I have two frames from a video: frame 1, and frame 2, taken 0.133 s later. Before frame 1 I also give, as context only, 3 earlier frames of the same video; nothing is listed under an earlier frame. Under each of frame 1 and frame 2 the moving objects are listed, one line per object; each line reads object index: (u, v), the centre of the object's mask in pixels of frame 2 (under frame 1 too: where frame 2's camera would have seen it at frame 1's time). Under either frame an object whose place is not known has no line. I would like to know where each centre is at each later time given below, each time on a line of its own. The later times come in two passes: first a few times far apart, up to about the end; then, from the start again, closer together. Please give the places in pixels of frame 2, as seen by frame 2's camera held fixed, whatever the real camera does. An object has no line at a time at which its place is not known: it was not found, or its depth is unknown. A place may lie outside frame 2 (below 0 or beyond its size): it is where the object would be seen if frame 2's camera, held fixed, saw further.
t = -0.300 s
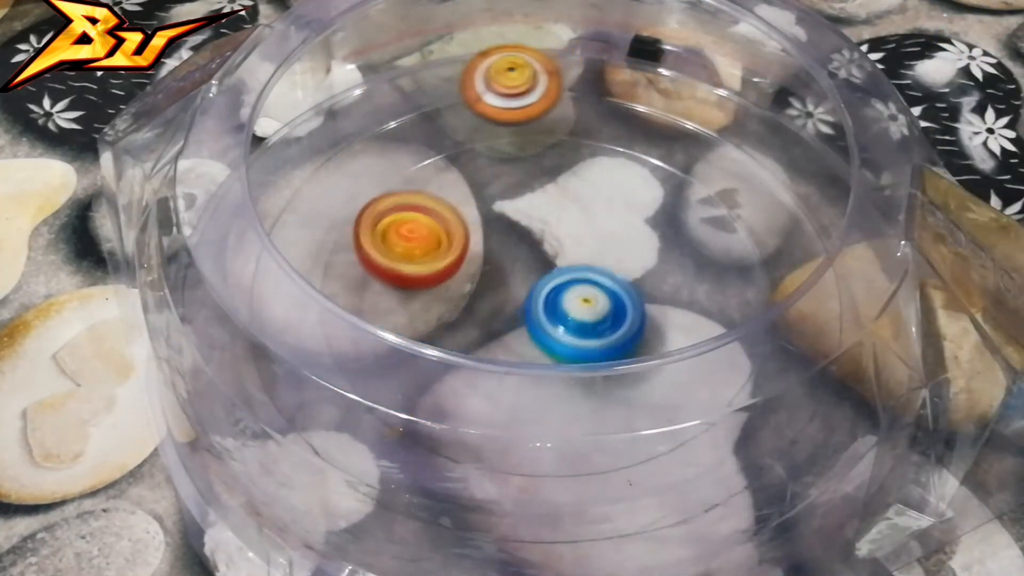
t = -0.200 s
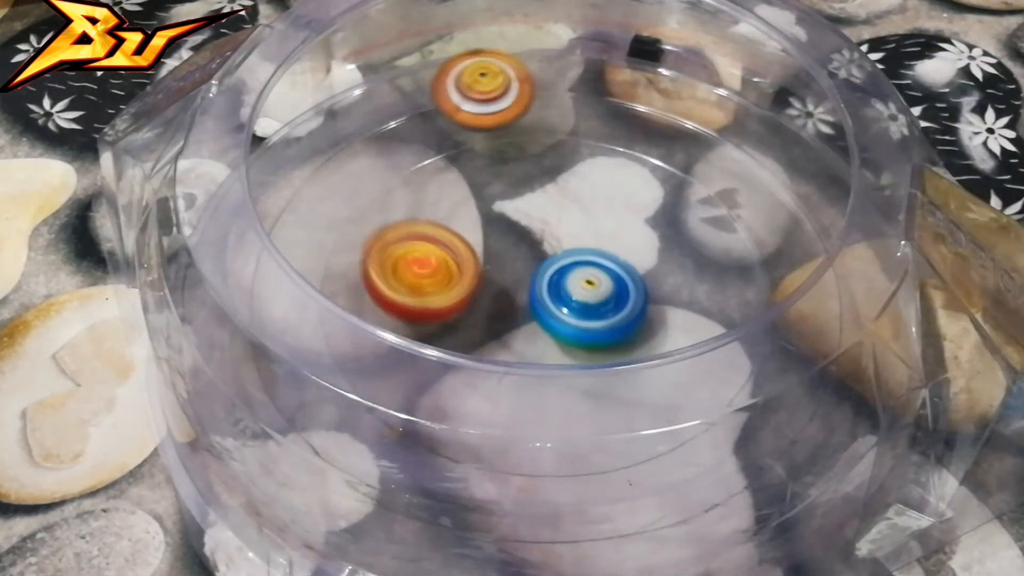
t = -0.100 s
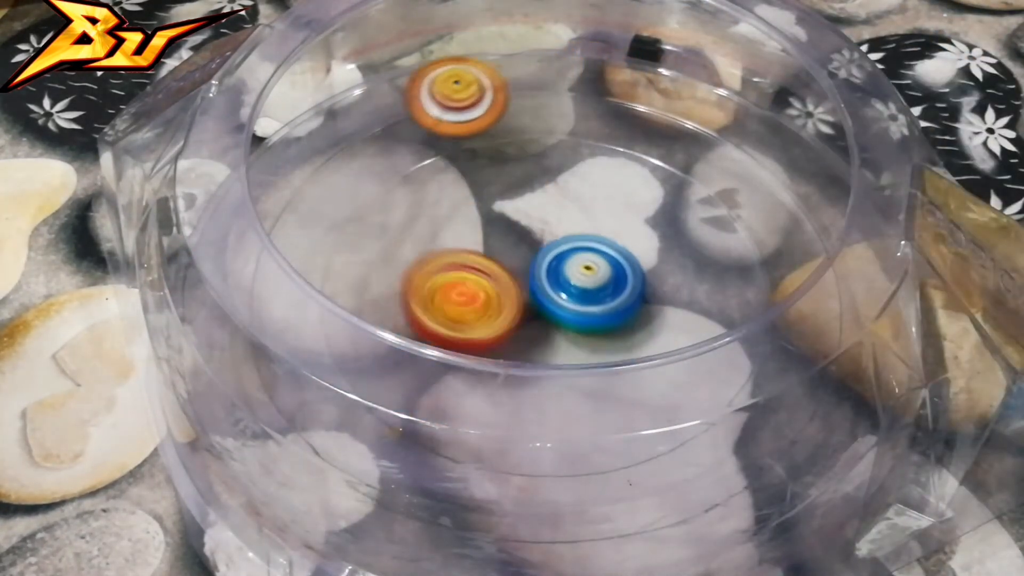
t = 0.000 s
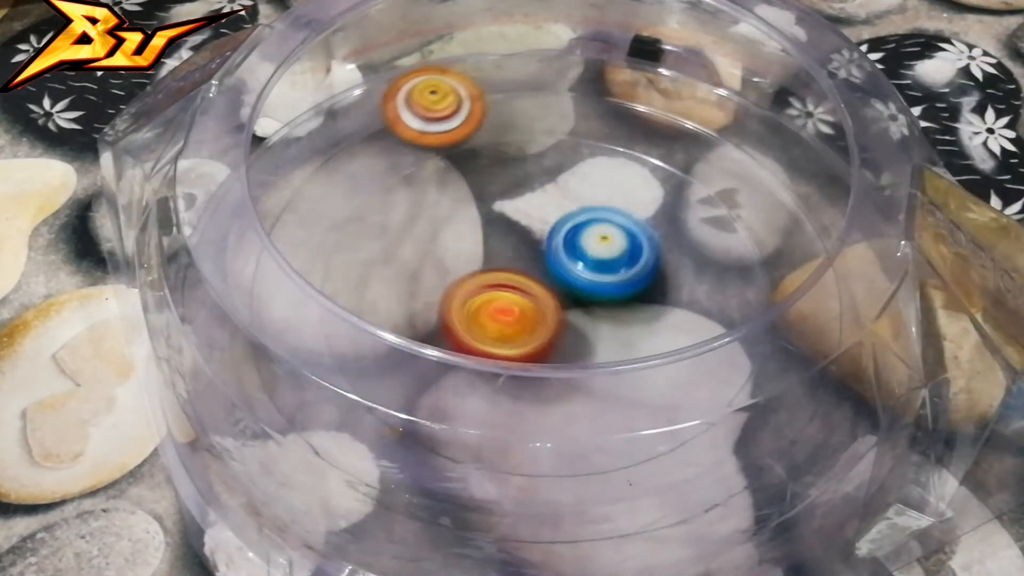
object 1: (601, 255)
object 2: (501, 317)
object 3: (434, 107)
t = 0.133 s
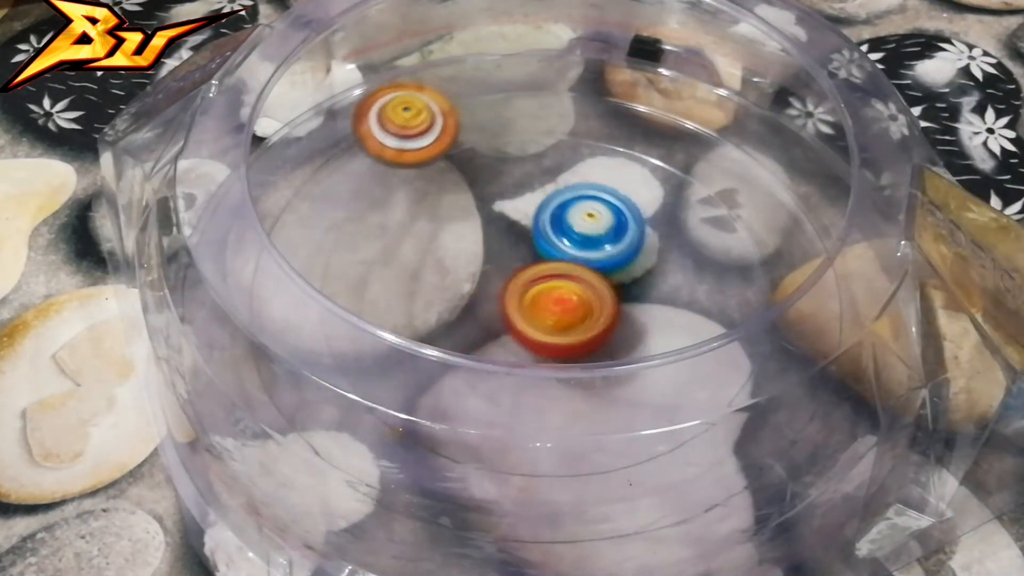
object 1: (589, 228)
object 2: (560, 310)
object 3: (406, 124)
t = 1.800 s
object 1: (522, 247)
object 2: (631, 271)
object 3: (489, 325)
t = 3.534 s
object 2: (509, 243)
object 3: (612, 280)
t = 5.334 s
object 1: (596, 256)
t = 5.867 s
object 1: (537, 230)
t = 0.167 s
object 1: (584, 220)
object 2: (568, 306)
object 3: (400, 129)
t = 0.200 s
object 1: (578, 214)
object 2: (572, 302)
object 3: (394, 133)
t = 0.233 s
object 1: (571, 208)
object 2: (576, 298)
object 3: (387, 140)
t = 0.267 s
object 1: (564, 205)
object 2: (579, 292)
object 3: (382, 145)
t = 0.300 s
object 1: (557, 200)
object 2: (578, 290)
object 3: (376, 151)
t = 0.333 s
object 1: (551, 197)
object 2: (576, 289)
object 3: (372, 157)
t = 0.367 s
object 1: (545, 197)
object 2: (574, 287)
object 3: (367, 164)
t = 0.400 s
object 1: (539, 197)
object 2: (572, 285)
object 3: (363, 170)
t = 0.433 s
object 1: (534, 198)
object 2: (567, 284)
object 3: (359, 176)
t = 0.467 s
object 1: (529, 199)
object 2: (562, 284)
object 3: (357, 182)
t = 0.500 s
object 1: (525, 200)
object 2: (558, 287)
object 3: (359, 187)
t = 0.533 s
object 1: (521, 202)
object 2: (555, 291)
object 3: (368, 193)
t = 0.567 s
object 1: (516, 204)
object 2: (554, 295)
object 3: (382, 197)
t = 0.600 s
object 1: (513, 207)
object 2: (554, 298)
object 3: (396, 201)
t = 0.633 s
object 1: (517, 210)
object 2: (557, 301)
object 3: (400, 205)
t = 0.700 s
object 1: (530, 220)
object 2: (564, 304)
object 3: (409, 216)
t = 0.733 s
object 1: (532, 222)
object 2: (568, 308)
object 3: (418, 222)
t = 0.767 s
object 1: (548, 222)
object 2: (573, 312)
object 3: (412, 228)
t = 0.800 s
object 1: (567, 221)
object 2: (579, 313)
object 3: (407, 233)
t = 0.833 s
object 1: (580, 222)
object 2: (584, 313)
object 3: (406, 238)
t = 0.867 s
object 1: (586, 222)
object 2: (589, 311)
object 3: (407, 242)
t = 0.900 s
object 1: (590, 222)
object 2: (593, 309)
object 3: (411, 246)
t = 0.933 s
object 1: (591, 220)
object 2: (595, 309)
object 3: (415, 250)
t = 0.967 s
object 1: (589, 219)
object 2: (597, 308)
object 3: (420, 255)
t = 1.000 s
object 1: (588, 218)
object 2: (597, 306)
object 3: (425, 259)
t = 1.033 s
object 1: (585, 217)
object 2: (592, 304)
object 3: (431, 263)
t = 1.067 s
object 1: (583, 215)
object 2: (585, 307)
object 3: (437, 267)
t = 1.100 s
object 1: (580, 210)
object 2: (579, 313)
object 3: (444, 272)
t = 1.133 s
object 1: (576, 209)
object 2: (576, 317)
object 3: (452, 276)
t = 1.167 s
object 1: (574, 209)
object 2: (573, 320)
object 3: (459, 280)
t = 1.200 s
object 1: (571, 210)
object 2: (573, 323)
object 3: (465, 284)
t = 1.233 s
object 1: (569, 211)
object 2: (579, 325)
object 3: (468, 287)
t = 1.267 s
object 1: (566, 214)
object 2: (585, 326)
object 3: (472, 290)
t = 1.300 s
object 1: (564, 217)
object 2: (589, 327)
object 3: (477, 292)
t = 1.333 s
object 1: (562, 221)
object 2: (594, 327)
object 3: (483, 295)
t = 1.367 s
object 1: (560, 225)
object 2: (597, 326)
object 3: (488, 297)
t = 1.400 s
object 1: (559, 230)
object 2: (603, 324)
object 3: (491, 299)
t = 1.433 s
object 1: (558, 234)
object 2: (609, 321)
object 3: (492, 301)
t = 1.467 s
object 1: (558, 236)
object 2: (613, 317)
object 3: (494, 307)
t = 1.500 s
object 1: (558, 237)
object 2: (615, 312)
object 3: (496, 313)
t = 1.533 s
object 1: (555, 237)
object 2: (618, 306)
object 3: (495, 317)
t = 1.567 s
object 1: (550, 231)
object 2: (625, 306)
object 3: (498, 319)
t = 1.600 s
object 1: (544, 229)
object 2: (627, 303)
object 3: (501, 320)
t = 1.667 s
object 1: (536, 235)
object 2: (625, 294)
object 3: (506, 321)
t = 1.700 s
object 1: (533, 237)
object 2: (621, 290)
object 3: (509, 320)
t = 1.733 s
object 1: (528, 240)
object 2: (626, 284)
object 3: (503, 321)
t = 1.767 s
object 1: (525, 243)
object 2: (631, 276)
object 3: (492, 324)
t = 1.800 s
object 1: (522, 247)
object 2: (631, 271)
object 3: (489, 325)
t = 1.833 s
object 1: (517, 250)
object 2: (631, 269)
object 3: (491, 326)
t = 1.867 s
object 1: (516, 248)
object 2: (629, 266)
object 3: (492, 331)
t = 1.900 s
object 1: (515, 239)
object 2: (629, 266)
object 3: (492, 348)
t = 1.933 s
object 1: (515, 235)
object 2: (628, 264)
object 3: (496, 355)
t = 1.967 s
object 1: (514, 237)
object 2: (624, 264)
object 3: (500, 357)
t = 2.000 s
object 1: (512, 240)
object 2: (621, 266)
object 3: (502, 358)
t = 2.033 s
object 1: (509, 244)
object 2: (620, 269)
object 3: (503, 357)
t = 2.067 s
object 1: (507, 250)
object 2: (619, 272)
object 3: (506, 357)
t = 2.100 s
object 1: (505, 254)
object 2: (621, 277)
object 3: (508, 356)
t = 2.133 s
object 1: (504, 260)
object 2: (623, 281)
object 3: (512, 356)
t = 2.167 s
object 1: (505, 266)
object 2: (624, 285)
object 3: (516, 355)
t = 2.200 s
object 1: (508, 270)
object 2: (626, 289)
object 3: (520, 354)
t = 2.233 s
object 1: (511, 274)
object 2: (627, 292)
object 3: (524, 354)
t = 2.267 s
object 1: (512, 275)
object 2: (630, 297)
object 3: (529, 352)
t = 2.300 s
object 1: (515, 273)
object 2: (634, 301)
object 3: (536, 361)
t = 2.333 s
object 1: (519, 268)
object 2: (637, 305)
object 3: (543, 365)
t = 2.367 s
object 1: (521, 269)
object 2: (639, 307)
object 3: (547, 365)
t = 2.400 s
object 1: (523, 270)
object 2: (643, 307)
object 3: (553, 365)
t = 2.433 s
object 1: (525, 273)
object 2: (646, 306)
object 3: (555, 365)
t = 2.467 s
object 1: (528, 276)
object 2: (649, 304)
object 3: (558, 365)
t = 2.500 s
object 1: (530, 278)
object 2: (652, 299)
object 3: (558, 365)
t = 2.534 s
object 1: (531, 280)
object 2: (651, 294)
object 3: (560, 365)
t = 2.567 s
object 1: (532, 282)
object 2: (648, 290)
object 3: (562, 365)
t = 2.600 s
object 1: (525, 281)
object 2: (653, 287)
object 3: (565, 362)
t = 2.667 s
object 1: (515, 282)
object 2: (651, 280)
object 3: (570, 352)
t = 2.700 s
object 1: (514, 284)
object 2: (646, 277)
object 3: (574, 341)
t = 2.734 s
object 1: (512, 282)
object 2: (638, 273)
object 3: (580, 340)
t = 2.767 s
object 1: (511, 283)
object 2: (630, 265)
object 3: (583, 348)
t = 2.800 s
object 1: (507, 284)
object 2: (623, 258)
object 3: (588, 340)
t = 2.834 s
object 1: (503, 287)
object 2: (618, 251)
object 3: (590, 339)
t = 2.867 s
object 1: (502, 291)
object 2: (609, 246)
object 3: (591, 338)
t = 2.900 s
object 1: (492, 295)
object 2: (607, 239)
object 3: (594, 337)
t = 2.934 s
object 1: (481, 299)
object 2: (604, 234)
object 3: (597, 336)
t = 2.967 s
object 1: (477, 303)
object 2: (594, 228)
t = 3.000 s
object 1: (479, 306)
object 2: (586, 225)
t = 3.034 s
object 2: (577, 224)
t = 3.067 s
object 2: (566, 226)
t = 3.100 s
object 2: (556, 230)
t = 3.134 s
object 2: (549, 235)
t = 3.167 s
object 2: (545, 238)
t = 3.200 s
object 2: (541, 242)
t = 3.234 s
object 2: (538, 247)
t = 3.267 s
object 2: (540, 241)
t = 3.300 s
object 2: (539, 235)
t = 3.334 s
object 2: (537, 233)
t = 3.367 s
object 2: (532, 232)
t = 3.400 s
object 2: (528, 233)
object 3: (618, 295)
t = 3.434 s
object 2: (524, 234)
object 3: (615, 292)
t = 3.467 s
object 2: (520, 236)
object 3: (613, 288)
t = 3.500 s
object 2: (513, 238)
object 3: (614, 283)
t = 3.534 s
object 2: (509, 243)
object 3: (612, 280)
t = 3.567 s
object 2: (505, 247)
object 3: (613, 277)
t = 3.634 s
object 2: (500, 252)
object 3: (611, 271)
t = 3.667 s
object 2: (498, 252)
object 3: (609, 266)
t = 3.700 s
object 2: (495, 253)
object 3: (606, 263)
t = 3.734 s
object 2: (489, 255)
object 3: (606, 260)
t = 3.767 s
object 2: (481, 257)
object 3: (608, 256)
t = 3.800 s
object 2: (478, 261)
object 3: (609, 252)
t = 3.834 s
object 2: (476, 261)
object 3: (607, 251)
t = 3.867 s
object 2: (474, 263)
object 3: (604, 251)
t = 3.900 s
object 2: (474, 265)
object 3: (601, 252)
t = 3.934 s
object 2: (475, 265)
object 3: (596, 252)
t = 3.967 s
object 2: (476, 265)
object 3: (591, 250)
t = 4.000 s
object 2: (478, 265)
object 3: (589, 245)
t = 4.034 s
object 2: (478, 265)
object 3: (586, 242)
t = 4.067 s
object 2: (479, 265)
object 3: (584, 239)
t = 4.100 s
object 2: (475, 266)
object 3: (584, 236)
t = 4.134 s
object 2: (472, 268)
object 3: (581, 233)
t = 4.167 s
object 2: (471, 269)
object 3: (577, 233)
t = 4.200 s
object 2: (471, 270)
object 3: (573, 232)
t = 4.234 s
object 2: (471, 270)
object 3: (570, 231)
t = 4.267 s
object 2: (470, 272)
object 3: (567, 230)
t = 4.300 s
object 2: (469, 275)
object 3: (566, 228)
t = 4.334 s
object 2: (468, 276)
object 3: (562, 229)
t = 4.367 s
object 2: (469, 279)
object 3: (558, 229)
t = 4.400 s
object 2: (469, 281)
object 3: (554, 226)
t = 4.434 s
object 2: (473, 284)
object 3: (548, 221)
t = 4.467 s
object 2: (475, 286)
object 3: (544, 220)
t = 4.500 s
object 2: (472, 287)
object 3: (542, 219)
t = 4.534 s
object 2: (473, 290)
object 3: (540, 219)
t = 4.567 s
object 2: (476, 293)
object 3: (537, 220)
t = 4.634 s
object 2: (478, 298)
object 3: (532, 223)
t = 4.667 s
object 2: (477, 300)
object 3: (528, 225)
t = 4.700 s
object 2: (476, 303)
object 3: (526, 227)
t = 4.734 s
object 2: (478, 307)
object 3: (524, 230)
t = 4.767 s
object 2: (478, 309)
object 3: (522, 232)
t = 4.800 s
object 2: (477, 315)
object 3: (518, 235)
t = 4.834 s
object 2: (481, 318)
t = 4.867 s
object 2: (485, 321)
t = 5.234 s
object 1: (593, 263)
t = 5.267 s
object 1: (595, 261)
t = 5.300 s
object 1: (597, 259)
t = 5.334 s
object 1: (596, 256)
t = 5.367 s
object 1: (592, 250)
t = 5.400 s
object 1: (586, 246)
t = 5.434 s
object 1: (584, 243)
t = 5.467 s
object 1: (585, 237)
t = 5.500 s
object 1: (584, 232)
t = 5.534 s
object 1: (577, 223)
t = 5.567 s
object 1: (570, 220)
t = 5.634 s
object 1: (555, 221)
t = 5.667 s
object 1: (547, 226)
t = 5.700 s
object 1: (542, 232)
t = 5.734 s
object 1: (539, 236)
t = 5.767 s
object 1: (544, 233)
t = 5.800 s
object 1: (547, 232)
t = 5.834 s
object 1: (543, 230)
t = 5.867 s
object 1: (537, 230)
